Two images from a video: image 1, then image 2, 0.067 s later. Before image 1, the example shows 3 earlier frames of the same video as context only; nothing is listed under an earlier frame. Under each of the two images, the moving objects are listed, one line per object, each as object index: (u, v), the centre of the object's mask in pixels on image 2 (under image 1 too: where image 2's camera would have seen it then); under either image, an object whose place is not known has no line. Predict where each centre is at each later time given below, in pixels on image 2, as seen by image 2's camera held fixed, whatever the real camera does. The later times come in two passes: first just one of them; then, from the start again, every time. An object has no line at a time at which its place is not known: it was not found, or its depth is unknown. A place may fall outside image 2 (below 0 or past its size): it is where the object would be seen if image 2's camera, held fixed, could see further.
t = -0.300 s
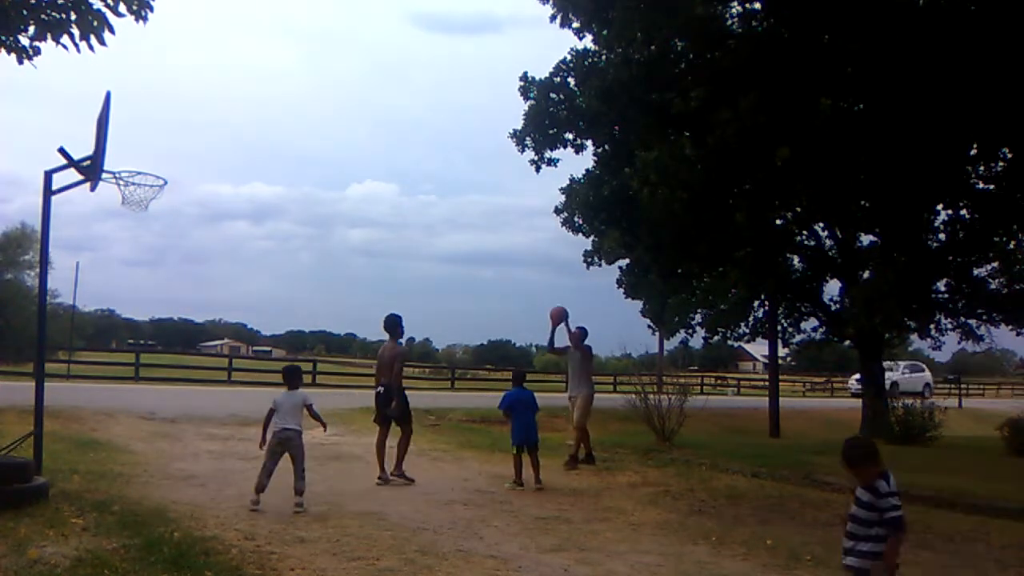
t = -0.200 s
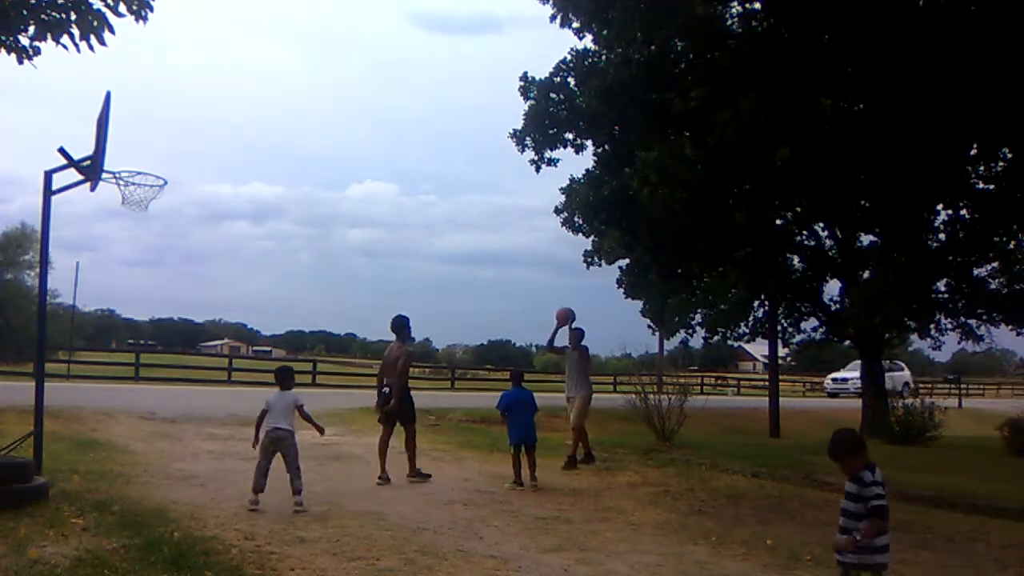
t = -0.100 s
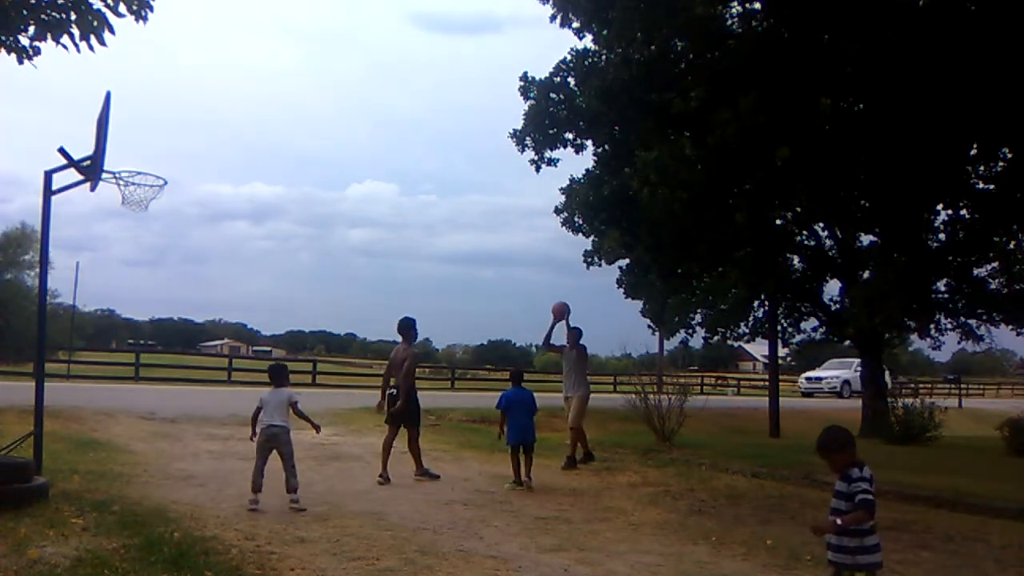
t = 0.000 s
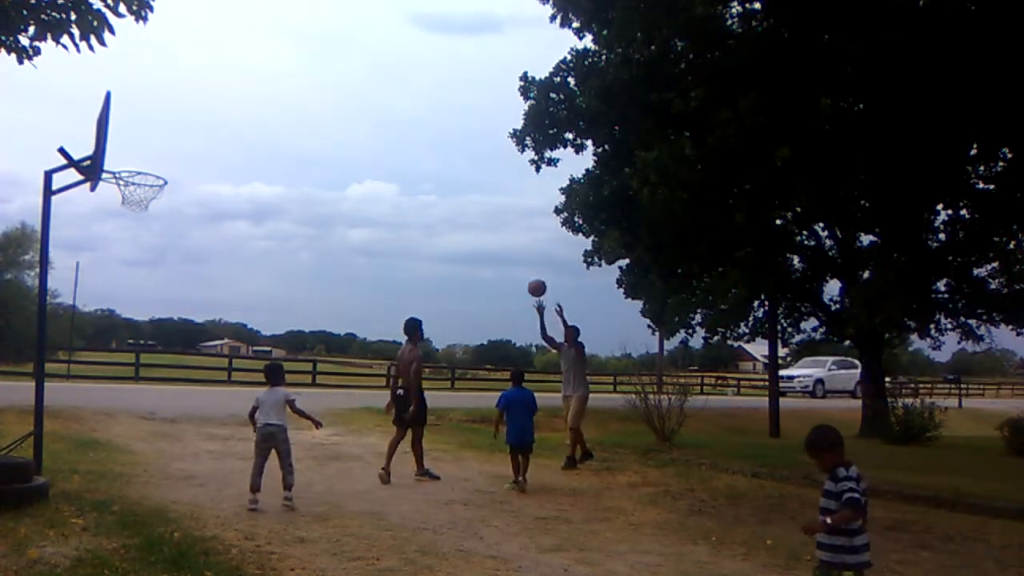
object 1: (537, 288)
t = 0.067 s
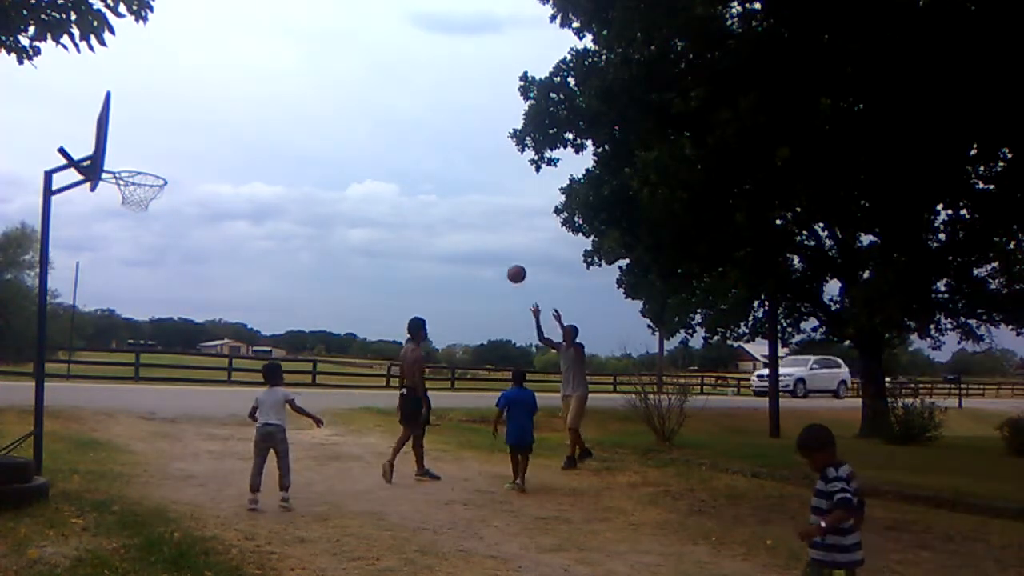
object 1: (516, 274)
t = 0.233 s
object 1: (459, 251)
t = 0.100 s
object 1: (505, 267)
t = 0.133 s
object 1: (495, 262)
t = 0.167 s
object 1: (483, 258)
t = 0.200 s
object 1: (472, 254)
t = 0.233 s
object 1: (459, 251)
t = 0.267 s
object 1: (447, 249)
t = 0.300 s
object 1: (435, 248)
